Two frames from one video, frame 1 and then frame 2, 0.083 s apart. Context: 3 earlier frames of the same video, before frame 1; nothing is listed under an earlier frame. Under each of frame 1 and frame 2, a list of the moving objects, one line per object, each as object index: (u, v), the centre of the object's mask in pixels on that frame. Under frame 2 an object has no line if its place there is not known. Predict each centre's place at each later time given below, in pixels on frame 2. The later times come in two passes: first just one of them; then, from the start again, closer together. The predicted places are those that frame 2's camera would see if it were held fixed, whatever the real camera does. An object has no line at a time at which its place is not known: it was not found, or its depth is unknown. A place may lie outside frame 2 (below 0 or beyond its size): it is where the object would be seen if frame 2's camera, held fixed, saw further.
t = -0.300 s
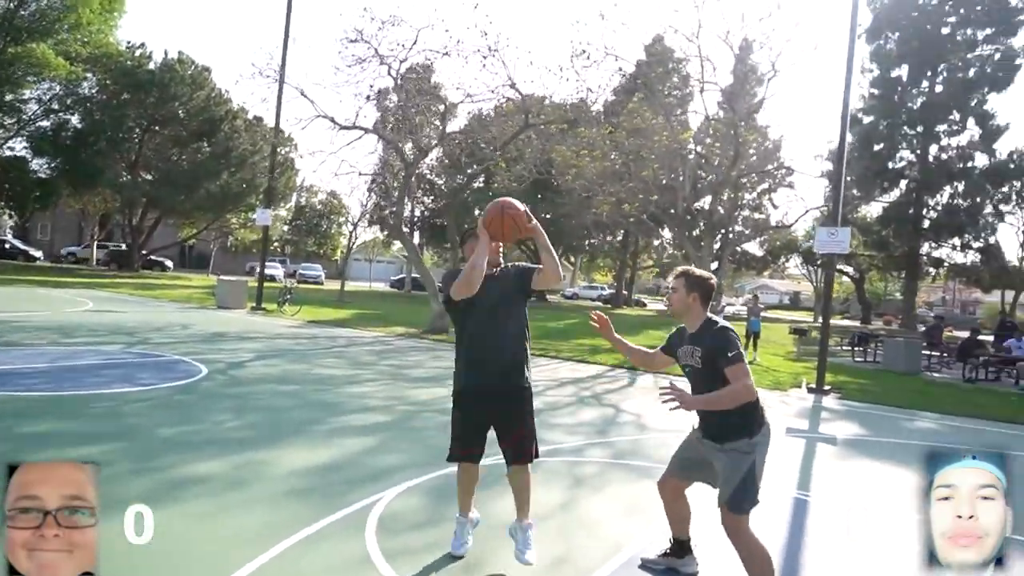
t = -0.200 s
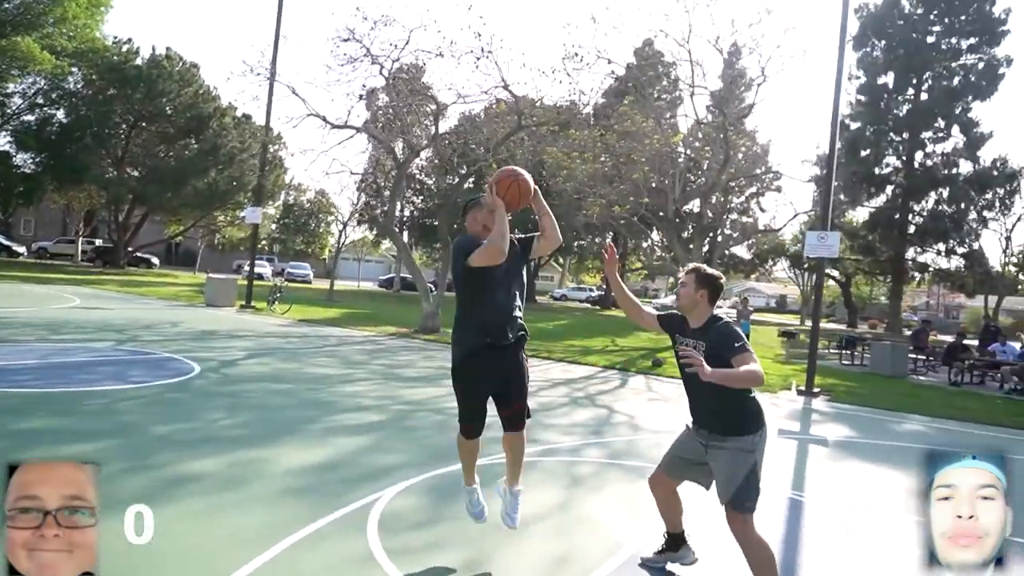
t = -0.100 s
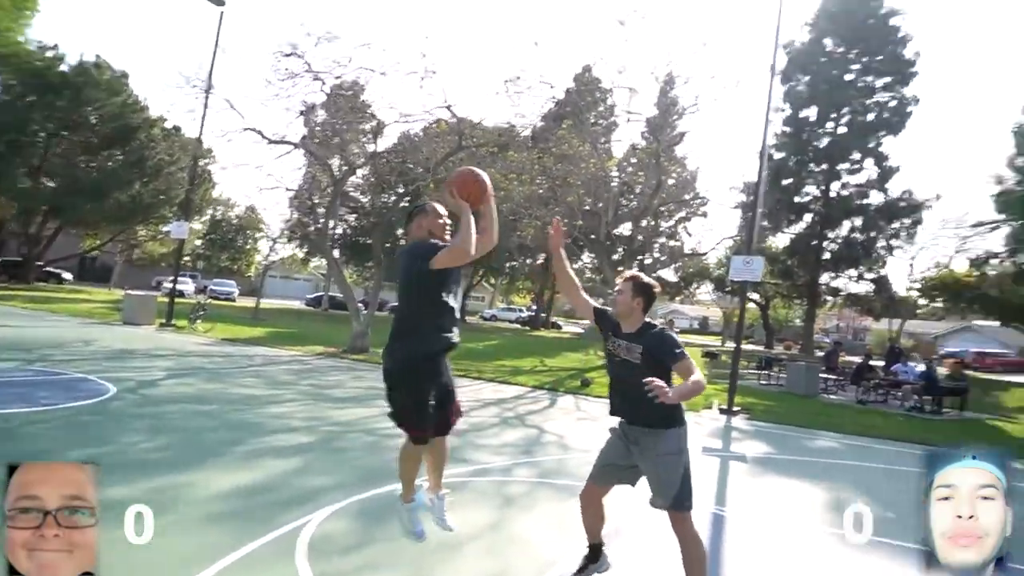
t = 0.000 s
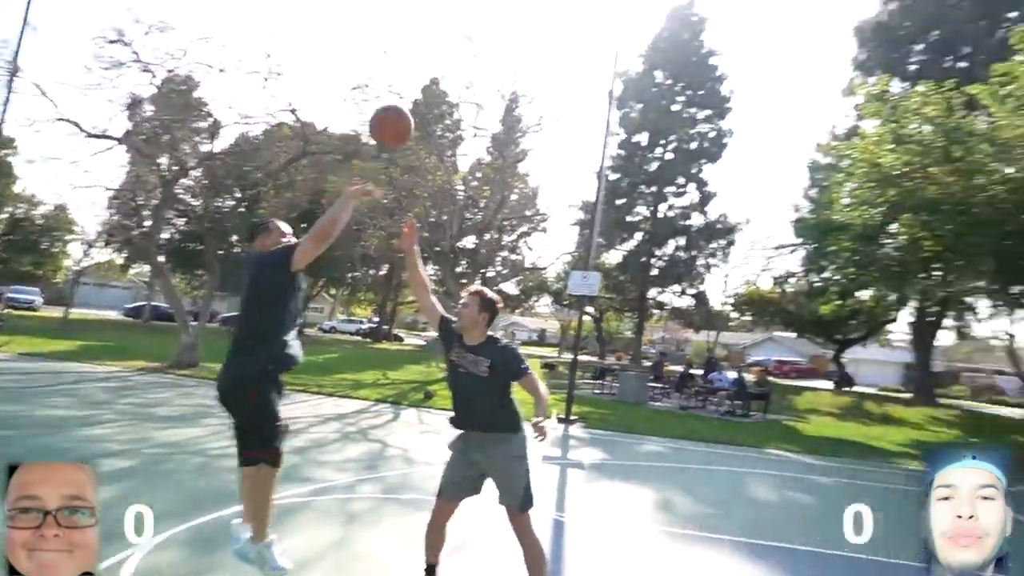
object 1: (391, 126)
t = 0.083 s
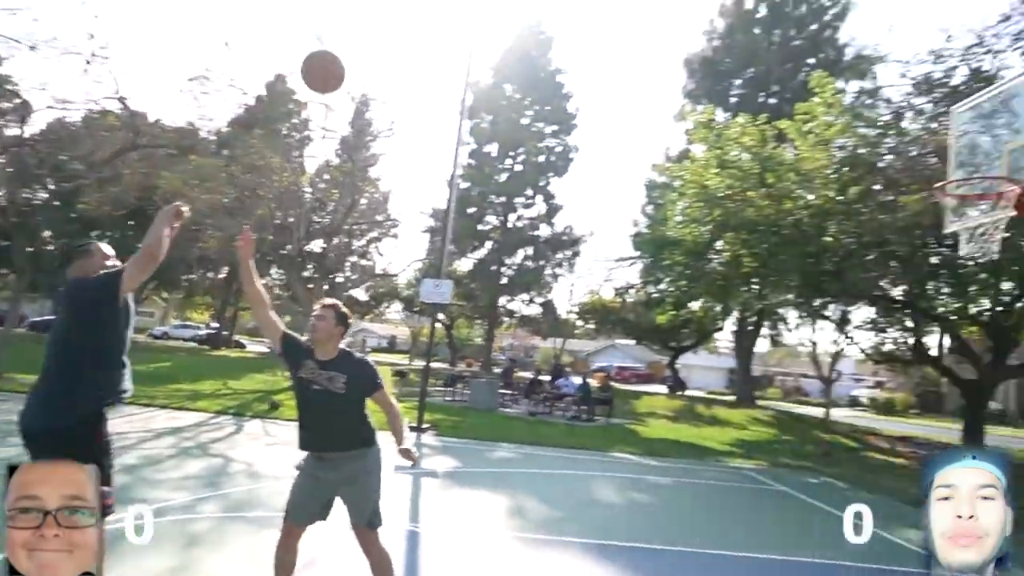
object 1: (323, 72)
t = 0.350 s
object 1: (564, 2)
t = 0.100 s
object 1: (339, 62)
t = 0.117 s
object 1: (355, 55)
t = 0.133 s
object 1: (371, 48)
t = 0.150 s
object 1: (388, 41)
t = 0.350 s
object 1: (564, 2)
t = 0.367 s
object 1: (577, 1)
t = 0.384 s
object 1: (589, 0)
